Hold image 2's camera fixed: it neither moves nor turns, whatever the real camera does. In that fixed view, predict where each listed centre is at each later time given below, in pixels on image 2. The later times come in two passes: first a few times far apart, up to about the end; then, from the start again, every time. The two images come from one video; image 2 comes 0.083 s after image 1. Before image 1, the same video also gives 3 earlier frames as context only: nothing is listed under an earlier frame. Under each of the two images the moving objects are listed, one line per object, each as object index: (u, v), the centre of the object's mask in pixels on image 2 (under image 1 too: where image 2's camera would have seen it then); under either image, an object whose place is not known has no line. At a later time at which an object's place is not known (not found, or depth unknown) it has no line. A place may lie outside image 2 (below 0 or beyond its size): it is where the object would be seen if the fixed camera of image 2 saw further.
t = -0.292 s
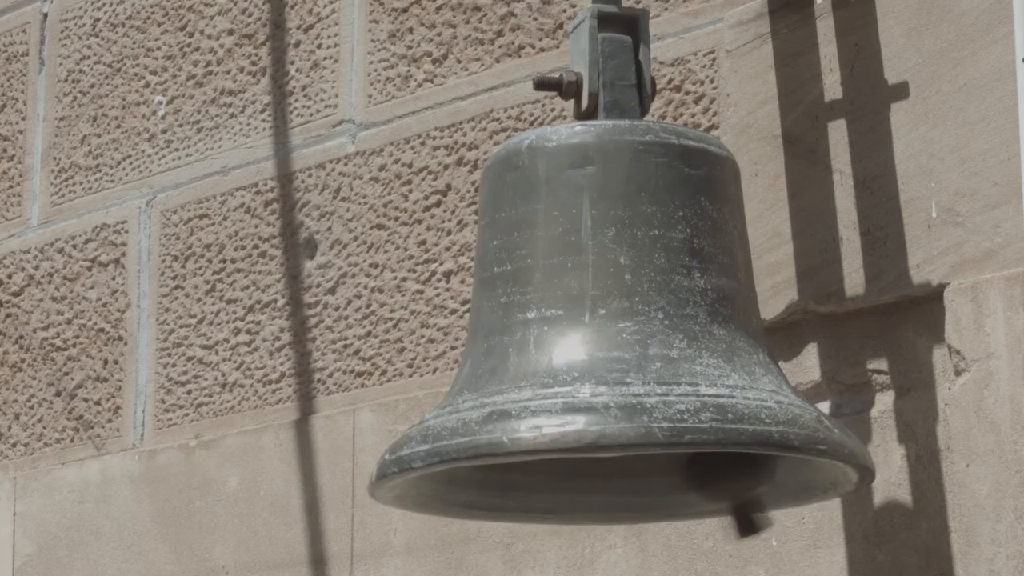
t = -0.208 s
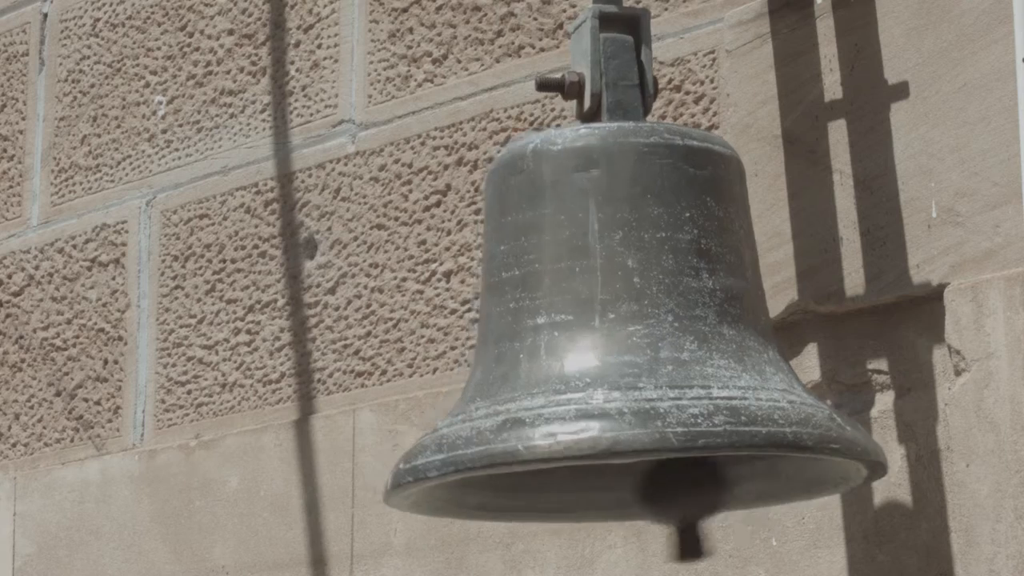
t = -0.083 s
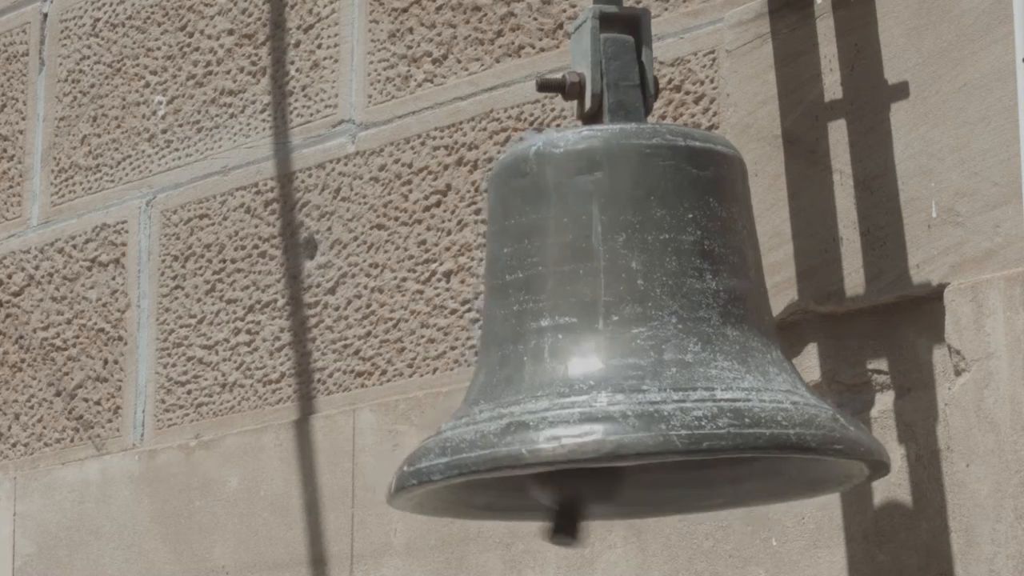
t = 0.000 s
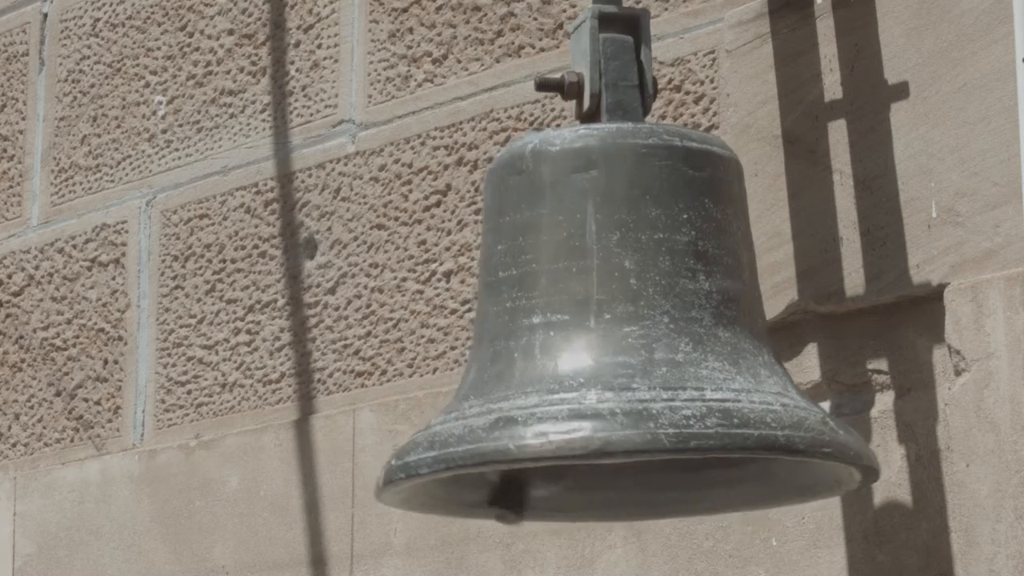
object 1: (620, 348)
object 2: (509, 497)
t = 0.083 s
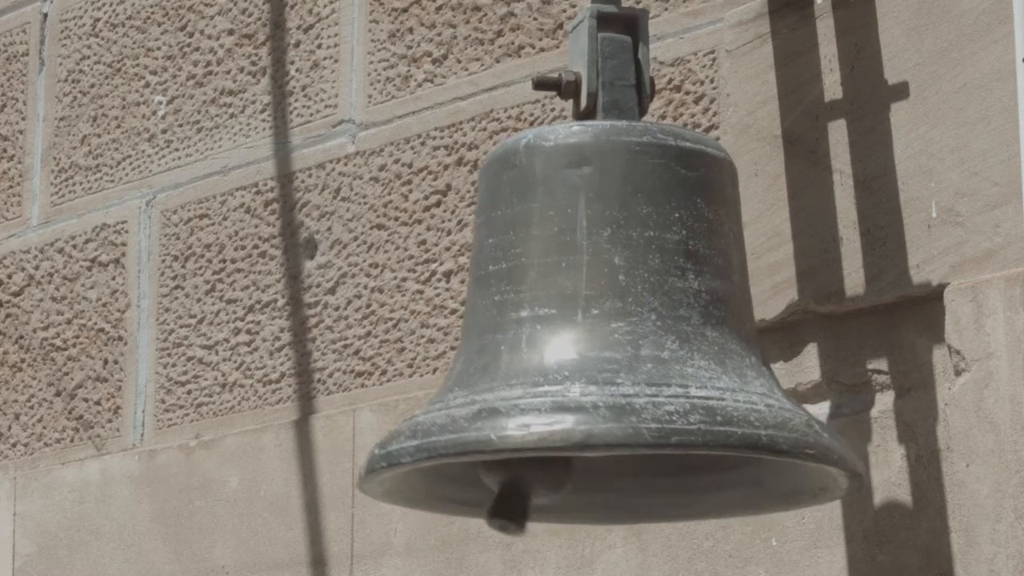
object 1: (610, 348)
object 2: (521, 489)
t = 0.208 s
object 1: (600, 349)
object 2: (583, 496)
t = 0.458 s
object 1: (628, 348)
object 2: (702, 496)
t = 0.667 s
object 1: (618, 349)
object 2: (662, 501)
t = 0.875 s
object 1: (605, 349)
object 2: (554, 490)
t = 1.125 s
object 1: (623, 348)
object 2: (573, 498)
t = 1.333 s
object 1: (617, 349)
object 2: (682, 497)
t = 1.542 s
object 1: (611, 349)
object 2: (676, 498)
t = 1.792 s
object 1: (621, 348)
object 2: (546, 494)
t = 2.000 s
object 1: (613, 348)
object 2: (558, 492)
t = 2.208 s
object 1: (614, 349)
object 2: (668, 500)
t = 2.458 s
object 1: (621, 349)
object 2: (670, 500)
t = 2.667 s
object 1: (613, 349)
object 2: (569, 498)
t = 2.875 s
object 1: (615, 348)
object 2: (546, 492)
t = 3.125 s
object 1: (618, 349)
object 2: (661, 499)
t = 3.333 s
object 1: (616, 349)
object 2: (686, 498)
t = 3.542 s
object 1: (615, 349)
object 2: (590, 503)
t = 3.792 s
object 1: (617, 348)
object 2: (544, 492)
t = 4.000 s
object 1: (615, 349)
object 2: (644, 498)
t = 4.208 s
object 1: (617, 349)
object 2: (692, 496)
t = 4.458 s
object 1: (617, 349)
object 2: (588, 503)
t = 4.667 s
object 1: (614, 348)
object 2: (539, 494)
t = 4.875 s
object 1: (616, 349)
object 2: (620, 496)
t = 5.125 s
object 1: (617, 349)
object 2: (693, 497)
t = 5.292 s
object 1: (615, 350)
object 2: (636, 504)
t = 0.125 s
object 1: (604, 348)
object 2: (536, 489)
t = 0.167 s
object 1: (601, 348)
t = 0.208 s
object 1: (600, 349)
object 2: (583, 496)
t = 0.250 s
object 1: (604, 349)
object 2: (610, 500)
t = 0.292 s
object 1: (608, 349)
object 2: (637, 501)
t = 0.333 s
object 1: (614, 349)
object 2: (660, 501)
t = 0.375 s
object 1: (619, 349)
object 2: (678, 499)
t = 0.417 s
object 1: (624, 349)
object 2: (692, 497)
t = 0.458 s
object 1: (628, 348)
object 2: (702, 496)
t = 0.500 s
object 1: (629, 348)
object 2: (704, 496)
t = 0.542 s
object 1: (629, 348)
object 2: (702, 497)
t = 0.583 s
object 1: (627, 348)
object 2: (694, 498)
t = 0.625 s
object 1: (623, 349)
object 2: (680, 500)
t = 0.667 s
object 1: (618, 349)
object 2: (662, 501)
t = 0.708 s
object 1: (613, 350)
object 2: (641, 500)
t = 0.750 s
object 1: (610, 350)
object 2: (617, 499)
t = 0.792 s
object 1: (606, 349)
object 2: (594, 496)
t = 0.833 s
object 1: (605, 349)
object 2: (572, 493)
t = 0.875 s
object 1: (605, 349)
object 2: (554, 490)
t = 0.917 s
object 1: (607, 348)
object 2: (542, 489)
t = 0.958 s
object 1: (611, 348)
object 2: (537, 489)
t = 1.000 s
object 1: (615, 348)
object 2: (537, 491)
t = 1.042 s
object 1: (618, 348)
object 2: (543, 493)
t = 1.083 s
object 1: (621, 348)
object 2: (555, 495)
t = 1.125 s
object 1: (623, 348)
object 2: (573, 498)
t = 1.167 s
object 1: (624, 348)
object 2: (595, 500)
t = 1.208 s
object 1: (624, 349)
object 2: (621, 502)
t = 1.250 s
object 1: (622, 349)
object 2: (645, 502)
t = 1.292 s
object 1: (620, 349)
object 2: (666, 500)
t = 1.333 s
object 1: (617, 349)
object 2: (682, 497)
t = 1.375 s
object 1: (614, 349)
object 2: (693, 495)
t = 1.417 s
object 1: (612, 350)
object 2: (698, 494)
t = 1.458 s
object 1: (611, 349)
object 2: (697, 494)
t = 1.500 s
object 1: (611, 350)
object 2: (689, 496)
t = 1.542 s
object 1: (611, 349)
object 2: (676, 498)
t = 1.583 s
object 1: (613, 349)
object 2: (656, 501)
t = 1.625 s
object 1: (615, 349)
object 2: (633, 502)
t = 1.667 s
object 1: (617, 349)
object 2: (608, 501)
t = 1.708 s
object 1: (619, 349)
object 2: (582, 499)
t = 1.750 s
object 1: (620, 348)
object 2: (561, 496)
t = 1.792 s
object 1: (621, 348)
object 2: (546, 494)
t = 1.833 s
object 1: (621, 348)
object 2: (536, 493)
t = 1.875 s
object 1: (619, 348)
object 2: (532, 491)
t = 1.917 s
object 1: (618, 348)
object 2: (535, 490)
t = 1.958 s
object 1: (615, 348)
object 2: (544, 491)
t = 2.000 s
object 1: (613, 348)
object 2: (558, 492)
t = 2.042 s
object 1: (612, 349)
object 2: (578, 494)
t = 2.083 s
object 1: (611, 349)
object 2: (602, 498)
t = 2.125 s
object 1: (611, 349)
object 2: (627, 499)
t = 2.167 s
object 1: (612, 349)
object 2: (649, 500)
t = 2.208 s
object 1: (614, 349)
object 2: (668, 500)
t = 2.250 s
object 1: (616, 349)
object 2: (682, 499)
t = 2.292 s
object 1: (618, 349)
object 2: (691, 498)
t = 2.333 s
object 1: (619, 349)
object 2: (694, 497)
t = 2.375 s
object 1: (621, 349)
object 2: (691, 497)
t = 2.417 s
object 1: (621, 349)
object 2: (683, 498)
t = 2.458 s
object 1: (621, 349)
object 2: (670, 500)
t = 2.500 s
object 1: (619, 350)
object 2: (653, 502)
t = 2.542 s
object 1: (618, 350)
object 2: (633, 503)
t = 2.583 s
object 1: (616, 349)
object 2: (611, 503)
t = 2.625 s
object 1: (614, 349)
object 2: (590, 501)
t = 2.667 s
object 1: (613, 349)
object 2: (569, 498)
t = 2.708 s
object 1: (612, 349)
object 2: (554, 495)
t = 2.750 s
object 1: (612, 348)
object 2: (543, 494)
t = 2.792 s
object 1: (613, 348)
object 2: (538, 493)
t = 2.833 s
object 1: (614, 348)
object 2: (539, 492)
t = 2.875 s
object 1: (615, 348)
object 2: (546, 492)
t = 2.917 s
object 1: (616, 348)
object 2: (558, 493)
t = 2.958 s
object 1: (618, 348)
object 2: (575, 495)
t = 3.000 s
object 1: (618, 349)
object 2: (596, 496)
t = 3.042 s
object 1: (618, 349)
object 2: (618, 498)
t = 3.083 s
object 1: (618, 349)
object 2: (641, 499)
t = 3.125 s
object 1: (618, 349)
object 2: (661, 499)
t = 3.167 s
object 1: (618, 349)
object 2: (678, 499)
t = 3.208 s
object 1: (617, 349)
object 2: (689, 497)
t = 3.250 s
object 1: (617, 349)
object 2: (694, 496)
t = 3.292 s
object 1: (616, 349)
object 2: (693, 497)
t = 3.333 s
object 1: (616, 349)
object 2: (686, 498)
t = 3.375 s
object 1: (615, 349)
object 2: (674, 500)
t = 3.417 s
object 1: (615, 349)
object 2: (657, 502)
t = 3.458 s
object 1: (615, 350)
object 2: (636, 504)
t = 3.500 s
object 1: (615, 349)
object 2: (613, 504)
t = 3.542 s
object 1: (615, 349)
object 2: (590, 503)
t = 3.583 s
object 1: (616, 349)
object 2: (569, 500)
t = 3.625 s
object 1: (616, 349)
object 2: (551, 497)
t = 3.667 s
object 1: (616, 348)
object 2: (540, 495)
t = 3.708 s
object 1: (617, 348)
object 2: (536, 493)
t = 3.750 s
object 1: (616, 348)
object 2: (537, 493)
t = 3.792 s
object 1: (617, 348)
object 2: (544, 492)
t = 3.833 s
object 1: (616, 348)
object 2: (557, 493)
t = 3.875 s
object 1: (616, 348)
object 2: (575, 495)
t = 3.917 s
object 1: (615, 349)
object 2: (597, 496)
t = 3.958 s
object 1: (615, 349)
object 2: (621, 497)
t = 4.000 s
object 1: (615, 349)
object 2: (644, 498)
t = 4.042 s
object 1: (615, 349)
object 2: (664, 498)
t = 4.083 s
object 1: (615, 349)
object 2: (680, 498)
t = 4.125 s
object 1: (616, 349)
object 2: (690, 497)
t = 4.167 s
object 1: (617, 349)
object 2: (694, 496)
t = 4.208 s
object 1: (617, 349)
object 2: (692, 496)
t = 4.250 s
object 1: (618, 349)
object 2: (684, 498)
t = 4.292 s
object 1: (618, 349)
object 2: (670, 500)
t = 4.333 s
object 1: (618, 349)
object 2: (653, 502)
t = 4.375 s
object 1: (618, 349)
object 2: (633, 504)
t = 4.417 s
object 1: (618, 349)
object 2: (610, 504)
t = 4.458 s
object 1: (617, 349)
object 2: (588, 503)
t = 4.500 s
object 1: (616, 349)
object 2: (568, 501)
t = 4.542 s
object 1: (615, 349)
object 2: (552, 498)
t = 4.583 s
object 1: (614, 349)
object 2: (542, 496)
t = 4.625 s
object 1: (614, 348)
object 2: (537, 495)
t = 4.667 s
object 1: (614, 348)
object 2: (539, 494)
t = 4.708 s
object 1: (614, 348)
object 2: (546, 493)
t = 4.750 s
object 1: (614, 348)
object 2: (559, 493)
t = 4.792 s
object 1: (615, 348)
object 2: (576, 494)
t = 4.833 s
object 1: (616, 349)
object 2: (598, 495)
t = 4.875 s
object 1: (616, 349)
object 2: (620, 496)
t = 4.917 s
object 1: (618, 349)
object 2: (643, 497)
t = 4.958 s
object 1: (618, 349)
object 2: (664, 498)
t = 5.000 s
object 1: (618, 349)
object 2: (679, 497)
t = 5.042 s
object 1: (618, 349)
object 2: (690, 497)
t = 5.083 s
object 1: (618, 349)
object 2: (696, 496)
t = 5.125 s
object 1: (617, 349)
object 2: (693, 497)
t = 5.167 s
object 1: (617, 349)
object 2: (687, 497)
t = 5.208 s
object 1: (616, 349)
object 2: (674, 499)
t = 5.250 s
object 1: (615, 349)
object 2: (656, 501)
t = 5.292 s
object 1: (615, 350)
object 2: (636, 504)
